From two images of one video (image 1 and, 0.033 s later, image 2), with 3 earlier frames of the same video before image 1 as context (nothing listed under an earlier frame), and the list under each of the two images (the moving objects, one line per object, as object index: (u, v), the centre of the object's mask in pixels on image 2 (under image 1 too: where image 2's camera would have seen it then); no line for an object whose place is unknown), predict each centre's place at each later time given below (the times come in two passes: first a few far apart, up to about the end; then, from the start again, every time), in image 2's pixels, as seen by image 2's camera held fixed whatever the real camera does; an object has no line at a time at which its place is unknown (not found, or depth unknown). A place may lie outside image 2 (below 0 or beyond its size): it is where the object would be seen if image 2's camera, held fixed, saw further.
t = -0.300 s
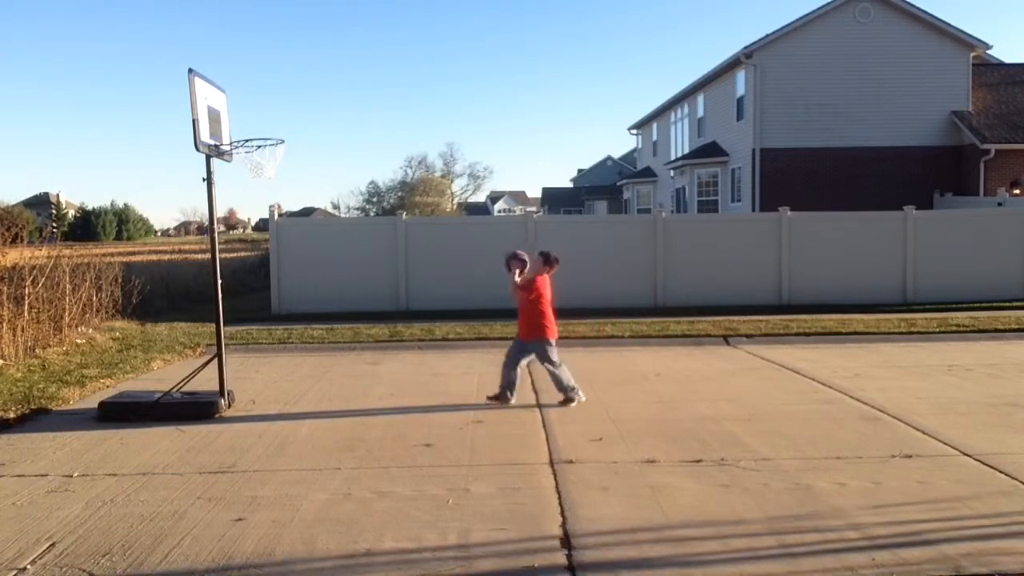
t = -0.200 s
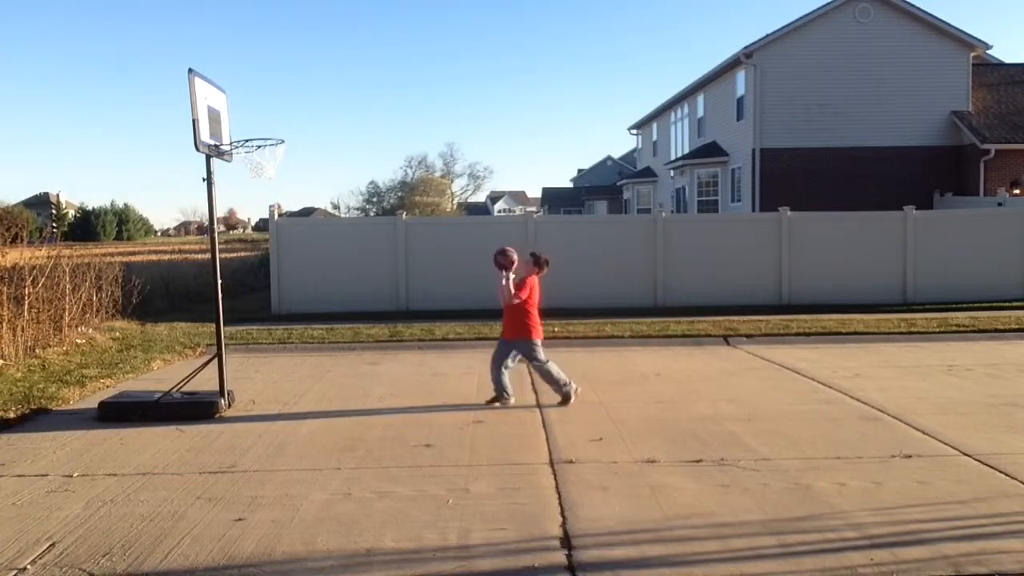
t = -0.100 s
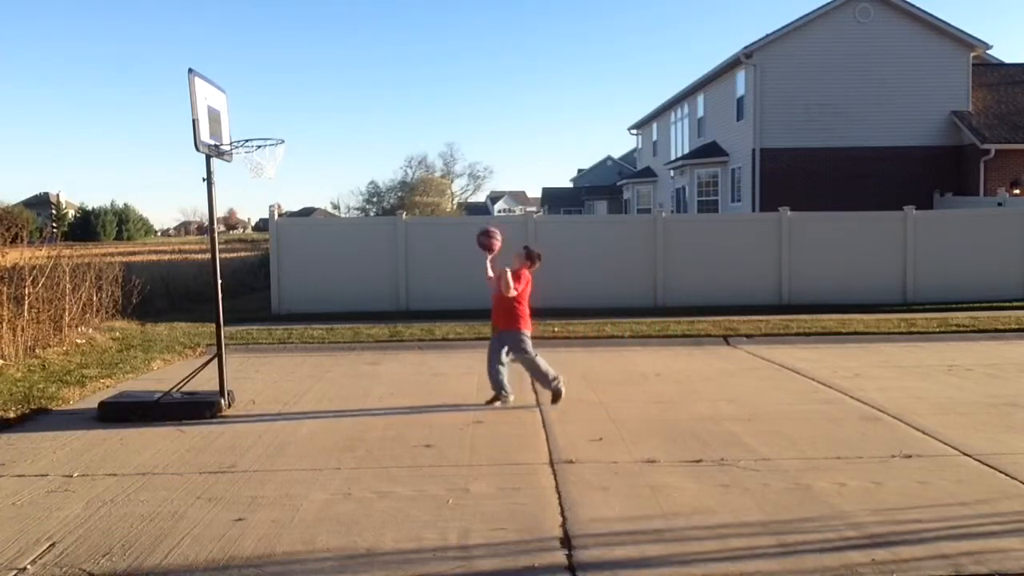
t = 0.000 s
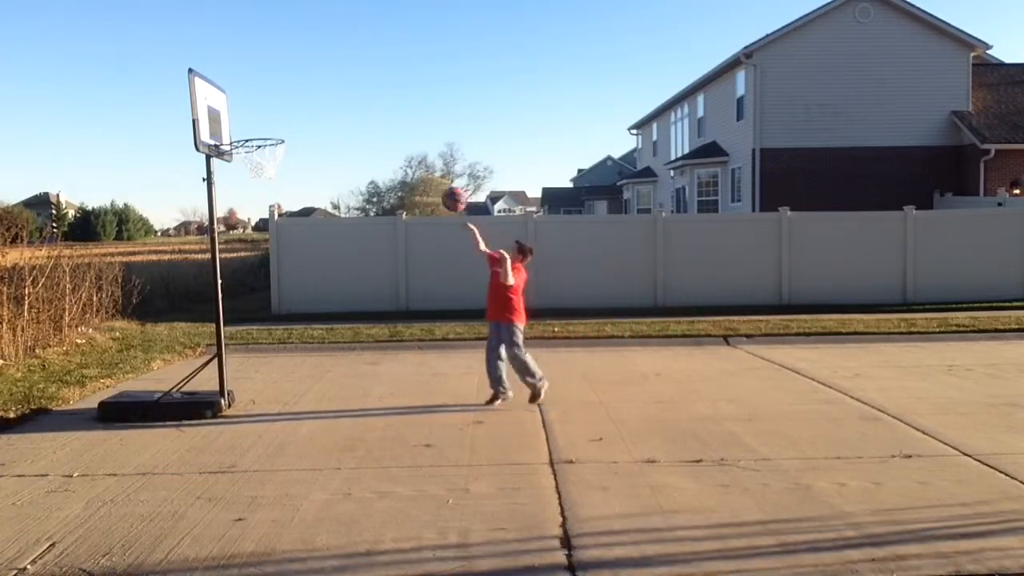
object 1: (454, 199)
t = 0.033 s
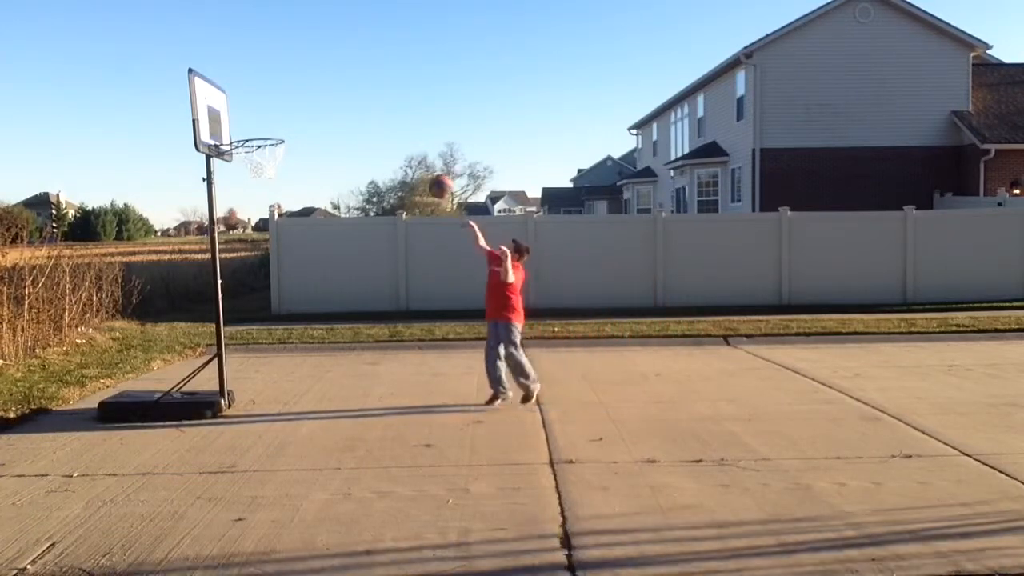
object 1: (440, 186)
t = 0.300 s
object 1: (330, 125)
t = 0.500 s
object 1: (245, 127)
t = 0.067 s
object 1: (426, 174)
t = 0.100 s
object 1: (413, 164)
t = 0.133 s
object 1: (399, 155)
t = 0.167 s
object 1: (385, 146)
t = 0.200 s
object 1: (371, 139)
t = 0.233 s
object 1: (357, 134)
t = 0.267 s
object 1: (344, 128)
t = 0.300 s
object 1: (330, 125)
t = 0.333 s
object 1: (316, 122)
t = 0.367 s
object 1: (302, 121)
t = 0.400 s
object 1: (287, 121)
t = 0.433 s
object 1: (273, 122)
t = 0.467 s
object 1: (260, 124)
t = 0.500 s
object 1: (245, 127)
